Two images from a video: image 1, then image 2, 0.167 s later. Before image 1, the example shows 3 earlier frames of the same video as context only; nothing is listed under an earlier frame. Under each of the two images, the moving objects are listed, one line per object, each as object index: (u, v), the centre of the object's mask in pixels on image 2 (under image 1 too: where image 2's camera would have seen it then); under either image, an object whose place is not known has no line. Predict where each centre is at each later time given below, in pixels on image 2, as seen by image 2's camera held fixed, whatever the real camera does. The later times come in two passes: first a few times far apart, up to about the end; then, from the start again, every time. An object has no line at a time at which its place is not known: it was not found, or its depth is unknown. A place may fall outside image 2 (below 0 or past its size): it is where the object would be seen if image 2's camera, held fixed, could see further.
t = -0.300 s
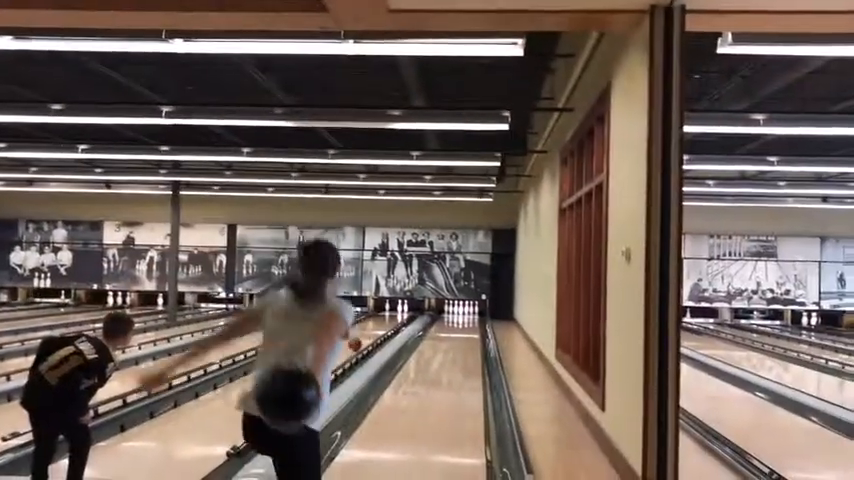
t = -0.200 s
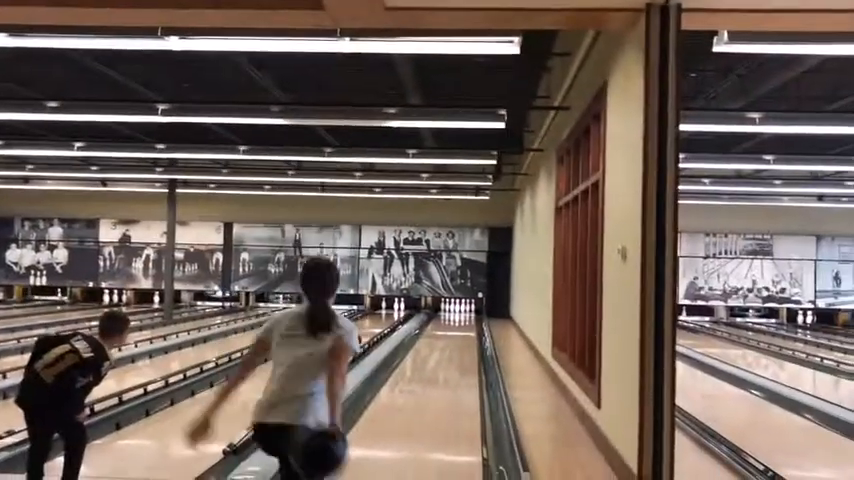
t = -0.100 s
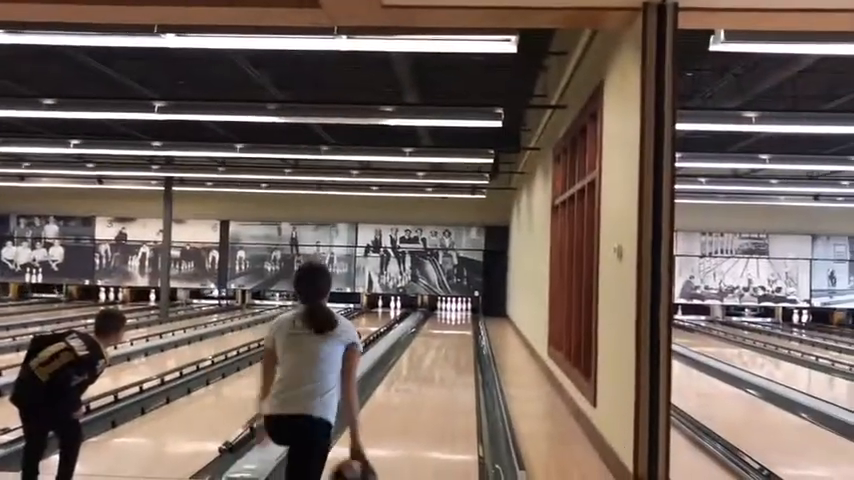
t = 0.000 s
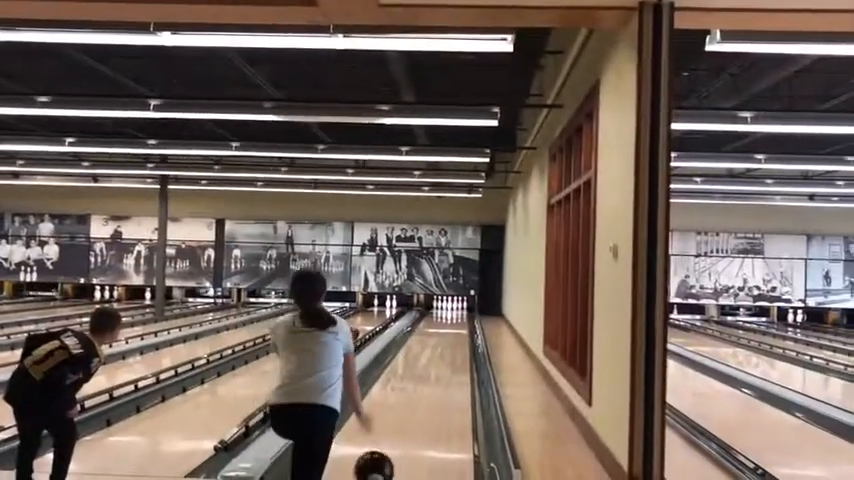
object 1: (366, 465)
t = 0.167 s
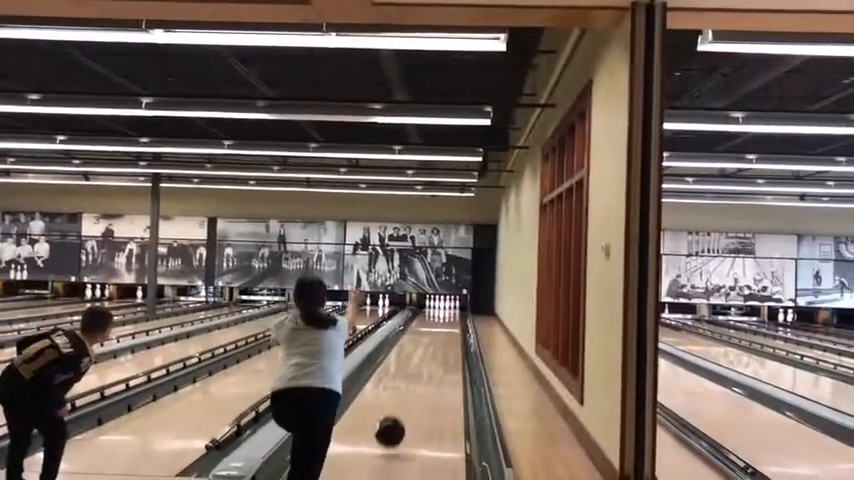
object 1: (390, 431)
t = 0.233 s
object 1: (396, 418)
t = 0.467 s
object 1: (412, 389)
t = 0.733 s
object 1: (423, 364)
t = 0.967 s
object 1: (430, 348)
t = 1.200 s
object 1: (435, 338)
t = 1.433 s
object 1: (437, 330)
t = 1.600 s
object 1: (439, 325)
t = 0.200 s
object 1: (393, 424)
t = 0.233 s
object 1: (396, 418)
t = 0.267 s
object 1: (399, 415)
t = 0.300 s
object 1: (401, 413)
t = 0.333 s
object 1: (404, 406)
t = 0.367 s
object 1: (406, 401)
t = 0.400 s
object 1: (408, 397)
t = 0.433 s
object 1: (410, 393)
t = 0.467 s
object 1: (412, 389)
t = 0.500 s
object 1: (414, 385)
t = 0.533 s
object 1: (416, 381)
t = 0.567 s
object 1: (417, 378)
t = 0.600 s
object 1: (419, 375)
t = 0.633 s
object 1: (420, 371)
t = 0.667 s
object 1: (421, 369)
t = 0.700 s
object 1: (422, 366)
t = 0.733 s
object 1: (423, 364)
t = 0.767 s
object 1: (425, 361)
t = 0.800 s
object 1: (426, 359)
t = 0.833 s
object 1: (427, 356)
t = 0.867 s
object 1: (427, 355)
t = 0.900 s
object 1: (428, 352)
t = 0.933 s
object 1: (429, 350)
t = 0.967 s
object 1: (430, 348)
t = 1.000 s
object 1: (431, 347)
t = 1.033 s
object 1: (431, 345)
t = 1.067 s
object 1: (432, 344)
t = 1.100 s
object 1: (432, 342)
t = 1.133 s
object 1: (433, 341)
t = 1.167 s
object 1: (434, 340)
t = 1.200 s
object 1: (435, 338)
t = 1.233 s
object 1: (435, 337)
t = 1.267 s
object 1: (436, 336)
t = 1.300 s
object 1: (436, 334)
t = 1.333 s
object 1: (436, 333)
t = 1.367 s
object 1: (437, 332)
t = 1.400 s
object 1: (437, 331)
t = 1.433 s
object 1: (437, 330)
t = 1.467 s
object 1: (438, 329)
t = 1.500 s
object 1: (438, 328)
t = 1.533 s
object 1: (439, 327)
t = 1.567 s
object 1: (439, 326)
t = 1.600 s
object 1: (439, 325)
